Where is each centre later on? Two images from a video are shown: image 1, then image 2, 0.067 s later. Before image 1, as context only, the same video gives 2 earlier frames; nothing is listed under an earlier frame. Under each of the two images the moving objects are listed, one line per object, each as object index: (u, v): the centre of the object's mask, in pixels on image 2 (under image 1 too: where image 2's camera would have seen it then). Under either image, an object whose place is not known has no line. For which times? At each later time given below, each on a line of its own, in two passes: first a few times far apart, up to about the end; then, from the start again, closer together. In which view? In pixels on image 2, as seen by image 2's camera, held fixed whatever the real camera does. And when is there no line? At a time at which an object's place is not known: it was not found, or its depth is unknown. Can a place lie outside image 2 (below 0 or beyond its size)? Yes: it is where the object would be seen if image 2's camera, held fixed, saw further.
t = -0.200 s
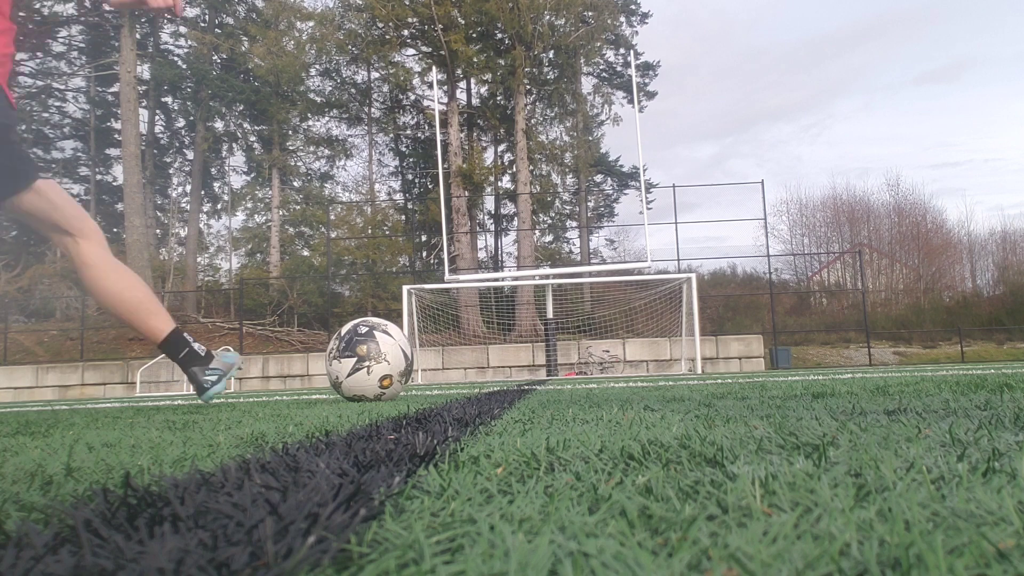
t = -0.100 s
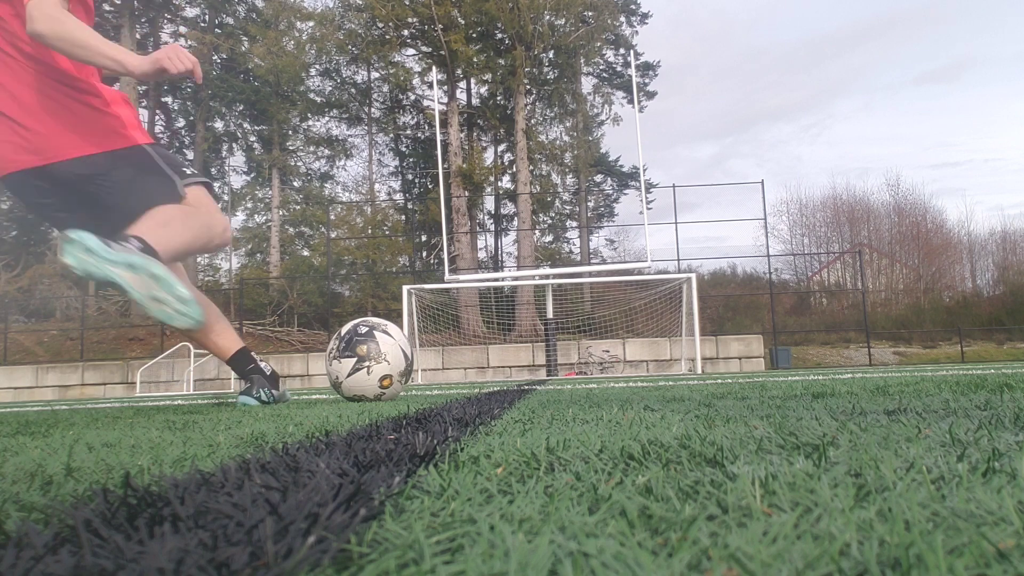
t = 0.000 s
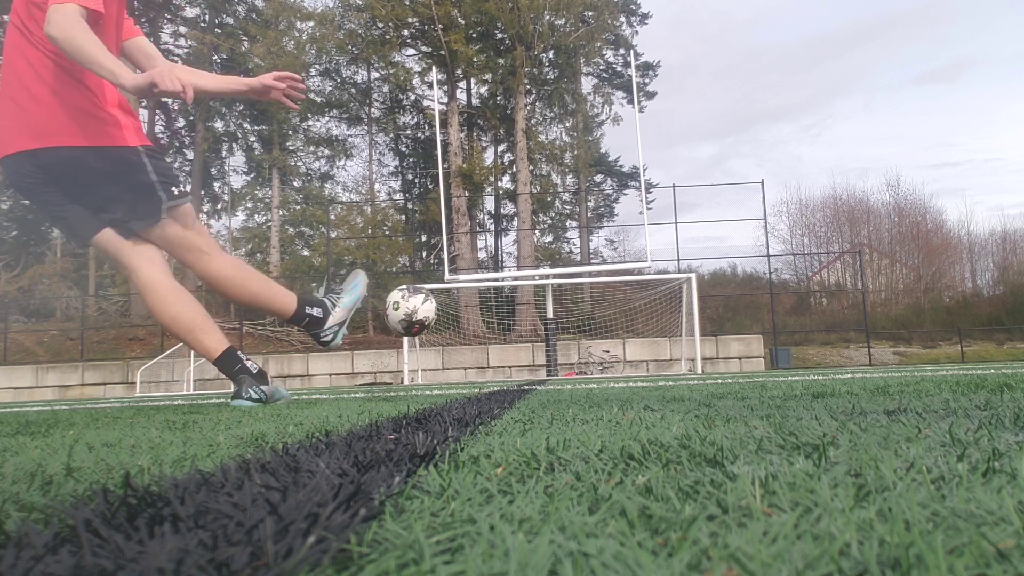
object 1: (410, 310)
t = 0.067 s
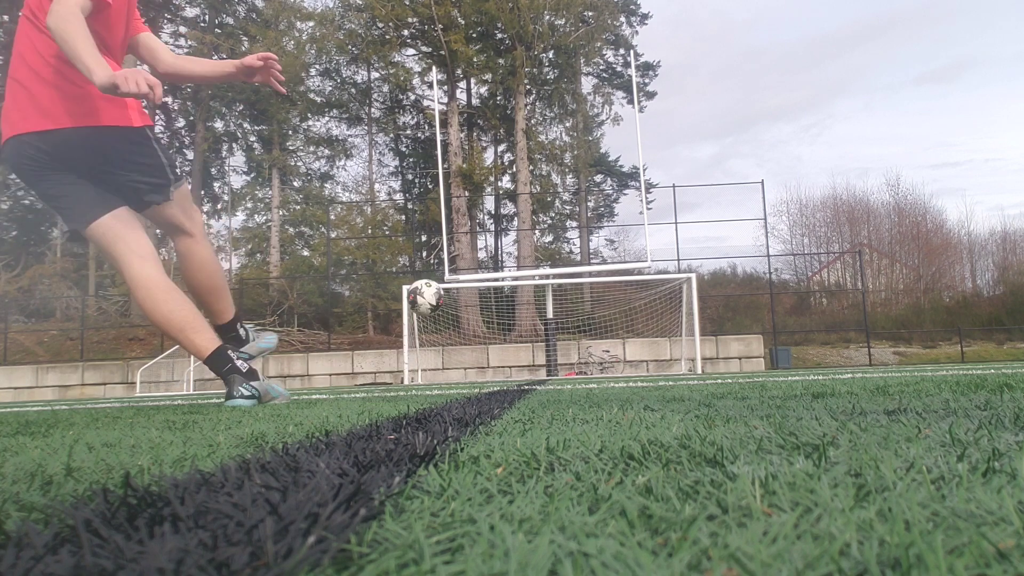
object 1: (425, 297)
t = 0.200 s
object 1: (434, 303)
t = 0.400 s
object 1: (435, 335)
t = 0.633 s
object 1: (431, 376)
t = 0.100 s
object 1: (428, 296)
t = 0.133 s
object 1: (431, 297)
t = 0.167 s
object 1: (433, 300)
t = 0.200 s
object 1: (434, 303)
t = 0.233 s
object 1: (434, 307)
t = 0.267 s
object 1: (434, 312)
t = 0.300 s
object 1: (435, 317)
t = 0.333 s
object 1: (435, 323)
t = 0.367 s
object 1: (435, 329)
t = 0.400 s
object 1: (435, 335)
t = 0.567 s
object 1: (432, 370)
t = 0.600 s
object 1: (432, 378)
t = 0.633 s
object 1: (431, 376)
